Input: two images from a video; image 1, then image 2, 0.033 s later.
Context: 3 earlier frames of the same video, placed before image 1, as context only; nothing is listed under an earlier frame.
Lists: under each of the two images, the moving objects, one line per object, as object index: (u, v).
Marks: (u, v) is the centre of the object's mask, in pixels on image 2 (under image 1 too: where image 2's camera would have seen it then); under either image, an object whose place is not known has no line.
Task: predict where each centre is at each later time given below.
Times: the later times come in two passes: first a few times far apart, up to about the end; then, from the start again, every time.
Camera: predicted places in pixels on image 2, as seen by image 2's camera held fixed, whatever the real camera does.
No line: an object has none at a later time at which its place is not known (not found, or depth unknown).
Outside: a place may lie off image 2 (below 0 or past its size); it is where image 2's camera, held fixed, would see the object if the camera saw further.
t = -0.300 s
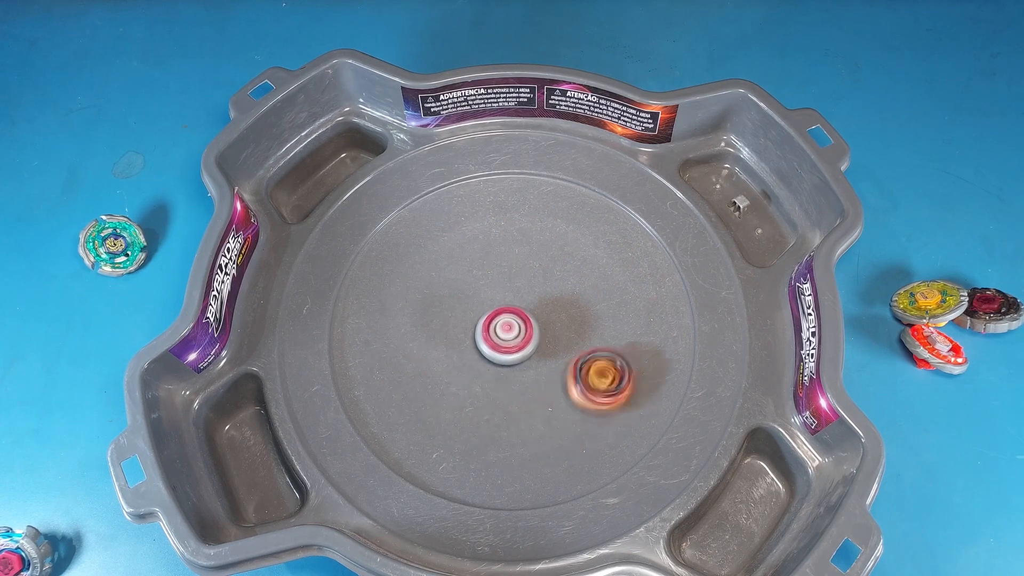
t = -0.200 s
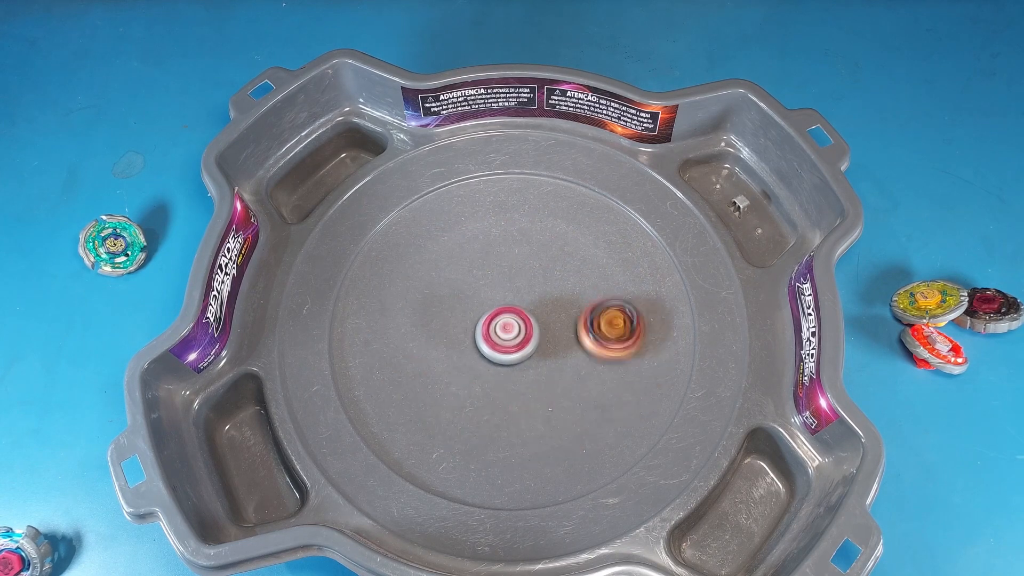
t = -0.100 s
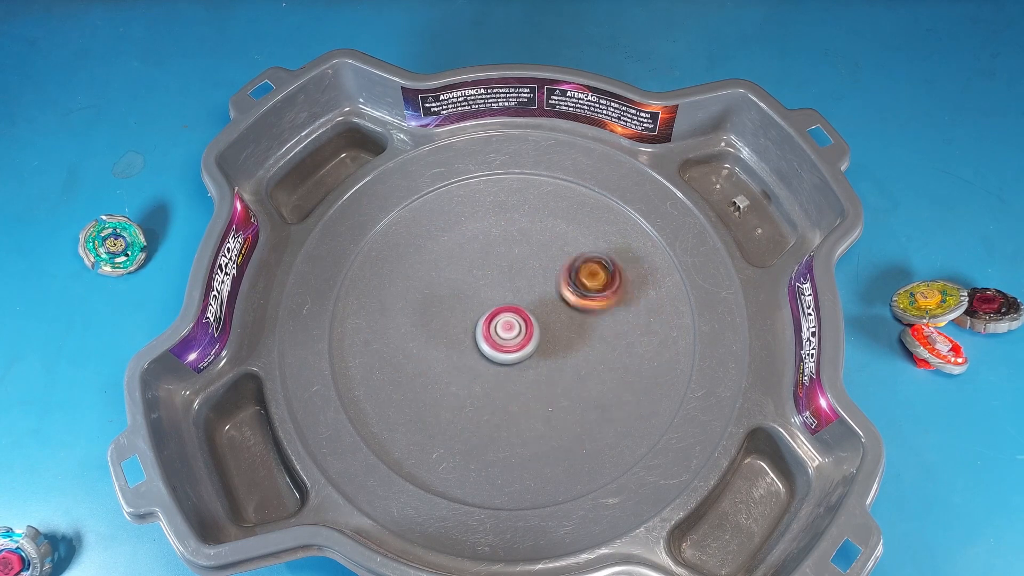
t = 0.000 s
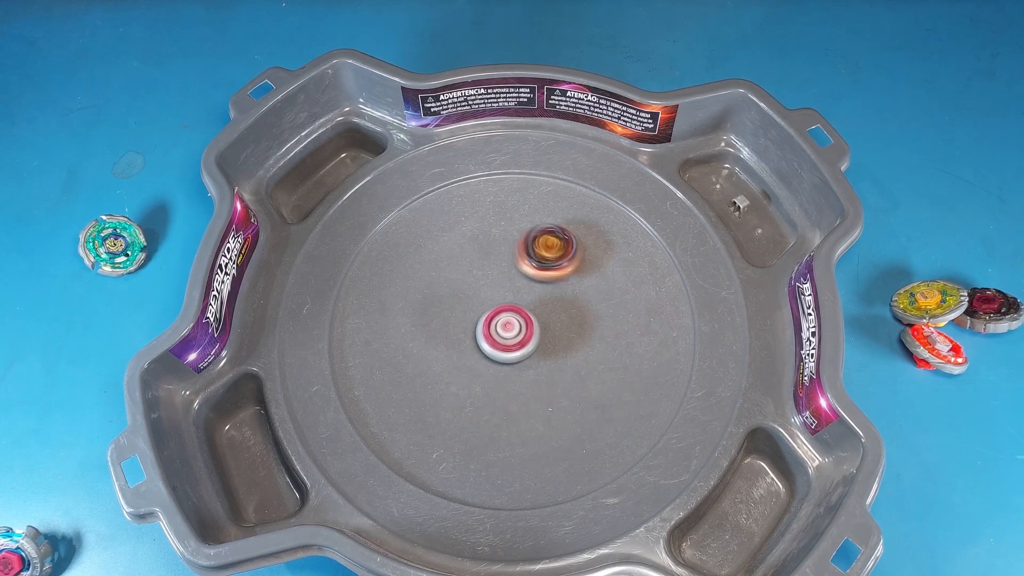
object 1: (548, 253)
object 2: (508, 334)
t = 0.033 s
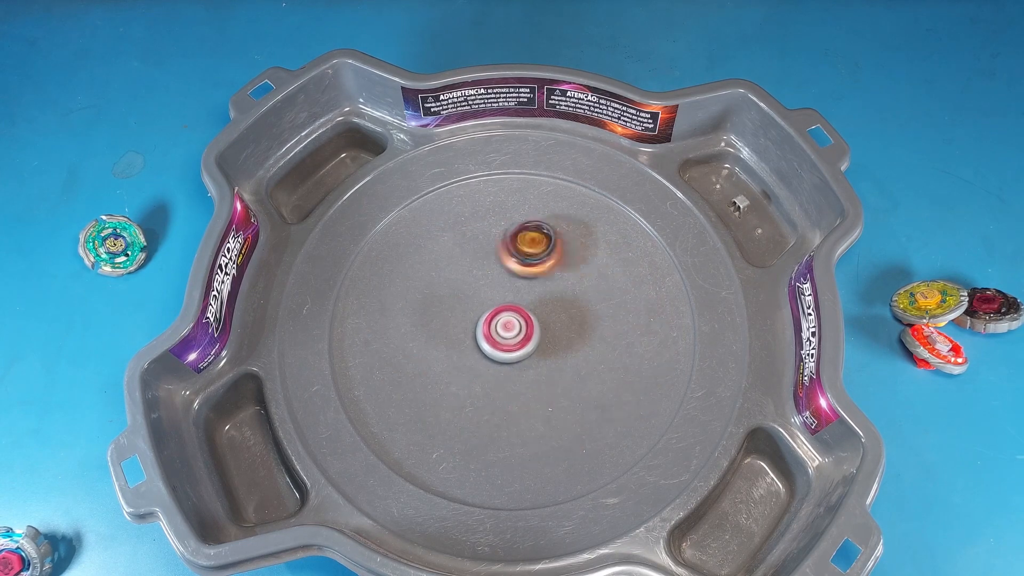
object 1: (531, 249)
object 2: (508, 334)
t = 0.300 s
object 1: (418, 314)
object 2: (508, 332)
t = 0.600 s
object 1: (512, 426)
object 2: (511, 334)
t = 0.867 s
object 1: (608, 335)
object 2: (513, 335)
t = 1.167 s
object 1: (502, 250)
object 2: (512, 336)
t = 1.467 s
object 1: (419, 359)
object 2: (510, 335)
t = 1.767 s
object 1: (557, 412)
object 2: (507, 334)
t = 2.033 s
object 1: (587, 284)
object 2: (508, 333)
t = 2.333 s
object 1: (452, 272)
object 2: (511, 333)
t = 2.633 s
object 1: (455, 404)
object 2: (513, 335)
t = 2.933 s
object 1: (594, 372)
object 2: (512, 334)
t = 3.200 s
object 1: (555, 265)
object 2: (510, 335)
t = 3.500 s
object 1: (430, 308)
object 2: (508, 336)
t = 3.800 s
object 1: (503, 417)
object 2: (508, 334)
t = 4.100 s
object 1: (597, 326)
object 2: (510, 332)
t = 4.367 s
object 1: (508, 258)
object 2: (512, 333)
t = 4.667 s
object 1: (428, 353)
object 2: (513, 334)
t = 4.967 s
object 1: (551, 405)
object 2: (512, 335)
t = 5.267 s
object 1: (575, 288)
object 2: (509, 336)
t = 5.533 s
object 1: (462, 276)
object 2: (508, 336)
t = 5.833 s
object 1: (460, 395)
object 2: (510, 334)
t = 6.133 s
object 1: (586, 366)
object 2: (511, 333)
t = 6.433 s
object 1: (530, 266)
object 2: (513, 334)
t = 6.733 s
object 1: (432, 333)
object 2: (512, 335)
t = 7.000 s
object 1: (513, 409)
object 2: (511, 334)
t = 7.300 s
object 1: (587, 316)
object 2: (509, 335)
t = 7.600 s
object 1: (469, 277)
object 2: (508, 333)
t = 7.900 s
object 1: (460, 389)
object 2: (510, 334)
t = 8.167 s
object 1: (571, 381)
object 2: (511, 335)
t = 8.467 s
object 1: (548, 277)
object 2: (512, 336)
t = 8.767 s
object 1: (443, 319)
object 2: (512, 336)
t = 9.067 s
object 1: (513, 404)
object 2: (510, 334)
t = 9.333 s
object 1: (581, 330)
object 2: (509, 334)
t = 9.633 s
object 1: (492, 275)
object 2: (510, 333)
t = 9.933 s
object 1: (446, 370)
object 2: (514, 335)
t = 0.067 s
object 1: (513, 247)
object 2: (508, 333)
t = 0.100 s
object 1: (495, 249)
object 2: (508, 333)
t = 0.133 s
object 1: (477, 253)
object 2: (508, 333)
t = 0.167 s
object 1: (461, 262)
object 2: (508, 332)
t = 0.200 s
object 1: (447, 271)
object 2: (508, 332)
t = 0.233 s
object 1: (434, 283)
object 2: (508, 332)
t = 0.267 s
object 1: (424, 299)
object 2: (508, 332)
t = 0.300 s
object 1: (418, 314)
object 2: (508, 332)
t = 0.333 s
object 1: (415, 332)
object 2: (509, 332)
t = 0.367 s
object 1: (415, 350)
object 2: (509, 332)
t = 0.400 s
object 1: (420, 367)
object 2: (509, 333)
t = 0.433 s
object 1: (428, 384)
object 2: (509, 333)
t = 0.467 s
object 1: (439, 398)
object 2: (510, 333)
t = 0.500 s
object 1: (455, 410)
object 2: (510, 333)
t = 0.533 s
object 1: (472, 419)
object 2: (510, 334)
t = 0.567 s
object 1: (491, 425)
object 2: (511, 334)
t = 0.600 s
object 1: (512, 426)
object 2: (511, 334)
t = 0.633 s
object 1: (530, 424)
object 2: (511, 334)
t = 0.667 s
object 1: (550, 420)
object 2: (512, 334)
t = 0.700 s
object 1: (566, 410)
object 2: (512, 334)
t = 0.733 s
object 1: (582, 398)
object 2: (512, 334)
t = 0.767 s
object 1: (593, 384)
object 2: (512, 334)
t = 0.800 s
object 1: (601, 368)
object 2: (513, 334)
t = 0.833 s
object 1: (606, 352)
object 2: (513, 334)
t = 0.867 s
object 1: (608, 335)
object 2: (513, 335)
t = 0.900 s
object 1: (605, 319)
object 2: (514, 335)
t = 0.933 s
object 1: (600, 303)
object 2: (514, 335)
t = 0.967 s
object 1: (592, 288)
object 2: (514, 335)
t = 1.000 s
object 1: (581, 276)
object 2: (514, 335)
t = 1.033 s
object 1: (568, 265)
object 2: (513, 335)
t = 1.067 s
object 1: (553, 258)
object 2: (513, 335)
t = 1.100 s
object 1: (537, 252)
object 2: (513, 335)
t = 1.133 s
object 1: (519, 249)
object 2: (513, 336)
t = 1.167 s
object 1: (502, 250)
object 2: (512, 336)
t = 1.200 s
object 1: (484, 254)
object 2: (512, 335)
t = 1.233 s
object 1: (468, 259)
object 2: (512, 335)
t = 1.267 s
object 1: (453, 269)
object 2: (512, 335)
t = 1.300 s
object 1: (441, 279)
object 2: (511, 335)
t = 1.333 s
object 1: (429, 293)
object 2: (511, 335)
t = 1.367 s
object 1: (422, 309)
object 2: (510, 335)
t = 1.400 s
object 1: (418, 324)
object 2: (510, 335)
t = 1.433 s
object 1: (416, 342)
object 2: (510, 335)
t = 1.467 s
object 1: (419, 359)
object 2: (510, 335)
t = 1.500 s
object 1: (427, 375)
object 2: (509, 335)
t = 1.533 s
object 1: (436, 391)
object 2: (509, 335)
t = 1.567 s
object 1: (450, 403)
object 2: (509, 335)
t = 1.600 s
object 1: (465, 413)
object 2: (508, 334)
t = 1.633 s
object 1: (483, 420)
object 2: (508, 334)
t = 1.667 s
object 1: (502, 423)
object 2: (508, 334)
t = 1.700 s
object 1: (522, 423)
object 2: (508, 334)
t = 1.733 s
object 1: (541, 419)
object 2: (508, 334)
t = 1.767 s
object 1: (557, 412)
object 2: (507, 334)
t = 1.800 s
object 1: (573, 402)
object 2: (507, 334)
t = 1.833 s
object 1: (595, 376)
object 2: (507, 333)
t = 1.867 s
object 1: (602, 359)
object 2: (507, 333)
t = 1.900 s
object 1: (605, 344)
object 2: (507, 333)
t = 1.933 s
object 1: (605, 327)
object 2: (507, 333)
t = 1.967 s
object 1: (602, 311)
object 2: (507, 333)
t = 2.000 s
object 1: (595, 297)
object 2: (508, 333)
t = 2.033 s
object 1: (587, 284)
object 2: (508, 333)
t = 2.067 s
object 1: (575, 273)
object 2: (508, 333)
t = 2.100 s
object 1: (562, 263)
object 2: (508, 333)
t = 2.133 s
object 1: (546, 257)
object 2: (509, 333)
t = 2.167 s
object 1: (531, 253)
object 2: (509, 333)
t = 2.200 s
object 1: (514, 251)
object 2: (509, 333)
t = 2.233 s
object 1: (497, 253)
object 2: (510, 333)
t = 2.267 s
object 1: (481, 256)
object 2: (510, 333)
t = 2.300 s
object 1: (465, 264)
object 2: (510, 333)
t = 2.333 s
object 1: (452, 272)
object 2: (511, 333)
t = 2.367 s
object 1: (439, 285)
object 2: (511, 333)
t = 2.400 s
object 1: (430, 299)
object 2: (511, 333)
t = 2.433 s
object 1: (423, 313)
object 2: (512, 333)
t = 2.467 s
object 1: (420, 330)
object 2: (512, 334)
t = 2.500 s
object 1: (421, 346)
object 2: (512, 334)
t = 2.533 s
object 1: (424, 363)
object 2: (513, 334)
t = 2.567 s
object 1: (432, 377)
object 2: (513, 334)
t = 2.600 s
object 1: (441, 392)
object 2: (513, 334)
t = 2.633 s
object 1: (455, 404)
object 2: (513, 335)
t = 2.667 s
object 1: (471, 412)
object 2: (514, 334)
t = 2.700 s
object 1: (488, 419)
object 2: (514, 335)
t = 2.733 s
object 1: (506, 421)
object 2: (514, 334)
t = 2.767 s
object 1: (524, 420)
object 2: (514, 334)
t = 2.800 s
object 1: (543, 416)
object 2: (514, 334)
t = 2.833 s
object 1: (558, 409)
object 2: (514, 334)
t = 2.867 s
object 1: (574, 399)
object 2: (513, 334)
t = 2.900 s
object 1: (584, 385)
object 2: (513, 334)
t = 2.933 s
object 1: (594, 372)
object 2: (512, 334)
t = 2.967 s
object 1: (599, 357)
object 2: (512, 334)
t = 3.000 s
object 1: (602, 341)
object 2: (512, 335)
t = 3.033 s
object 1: (601, 325)
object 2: (511, 335)
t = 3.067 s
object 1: (597, 311)
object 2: (511, 335)
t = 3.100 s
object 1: (590, 296)
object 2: (511, 335)
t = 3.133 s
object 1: (581, 285)
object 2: (510, 335)
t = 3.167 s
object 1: (569, 273)
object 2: (510, 335)
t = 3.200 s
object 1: (555, 265)
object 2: (510, 335)
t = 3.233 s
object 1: (540, 259)
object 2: (509, 335)
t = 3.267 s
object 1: (524, 256)
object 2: (509, 335)
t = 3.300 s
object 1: (508, 255)
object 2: (509, 336)
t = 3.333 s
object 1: (491, 258)
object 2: (508, 336)
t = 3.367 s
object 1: (475, 264)
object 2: (508, 335)
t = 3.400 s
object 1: (461, 271)
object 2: (508, 336)
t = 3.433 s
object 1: (449, 282)
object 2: (508, 336)
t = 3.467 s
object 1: (437, 293)
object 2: (508, 336)
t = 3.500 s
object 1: (430, 308)
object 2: (508, 336)
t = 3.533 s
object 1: (425, 323)
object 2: (508, 336)
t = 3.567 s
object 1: (424, 340)
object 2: (508, 336)
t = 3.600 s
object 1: (426, 355)
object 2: (508, 335)
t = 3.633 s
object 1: (431, 372)
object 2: (508, 335)
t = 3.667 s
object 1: (441, 385)
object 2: (508, 335)
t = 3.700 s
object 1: (453, 397)
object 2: (508, 335)
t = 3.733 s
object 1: (468, 407)
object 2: (508, 335)
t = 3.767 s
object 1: (485, 414)
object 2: (508, 334)
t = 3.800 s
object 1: (503, 417)
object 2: (508, 334)
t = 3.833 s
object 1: (521, 417)
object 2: (508, 334)
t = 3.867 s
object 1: (539, 413)
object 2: (509, 334)
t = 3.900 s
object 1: (554, 406)
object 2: (509, 333)
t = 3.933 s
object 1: (569, 397)
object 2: (509, 333)
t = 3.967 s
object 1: (580, 385)
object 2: (509, 333)
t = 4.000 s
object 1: (589, 372)
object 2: (510, 333)
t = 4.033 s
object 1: (595, 357)
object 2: (510, 333)
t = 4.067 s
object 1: (598, 341)
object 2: (510, 332)
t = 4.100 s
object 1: (597, 326)
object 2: (510, 332)
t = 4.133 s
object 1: (594, 311)
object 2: (511, 332)
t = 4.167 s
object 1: (587, 299)
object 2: (511, 332)
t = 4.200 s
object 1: (578, 285)
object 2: (511, 332)
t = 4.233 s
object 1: (567, 276)
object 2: (511, 332)
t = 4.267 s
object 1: (554, 267)
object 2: (511, 332)
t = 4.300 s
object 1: (539, 261)
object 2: (512, 332)
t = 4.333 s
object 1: (524, 258)
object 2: (512, 333)
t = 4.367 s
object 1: (508, 258)
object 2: (512, 333)
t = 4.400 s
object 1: (492, 260)
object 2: (512, 333)
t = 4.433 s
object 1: (477, 265)
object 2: (512, 333)
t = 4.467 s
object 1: (463, 272)
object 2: (513, 333)
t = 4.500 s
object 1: (450, 283)
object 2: (513, 333)
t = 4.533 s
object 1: (441, 294)
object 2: (513, 333)
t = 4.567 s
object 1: (432, 308)
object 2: (513, 334)
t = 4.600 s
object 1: (428, 322)
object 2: (513, 334)
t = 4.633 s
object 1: (426, 338)
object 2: (513, 334)
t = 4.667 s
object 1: (428, 353)
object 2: (513, 334)
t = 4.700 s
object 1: (433, 369)
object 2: (513, 335)
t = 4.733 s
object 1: (443, 382)
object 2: (513, 335)
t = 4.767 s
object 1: (454, 395)
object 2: (514, 335)
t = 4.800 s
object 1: (469, 404)
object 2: (514, 335)
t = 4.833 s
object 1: (483, 411)
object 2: (513, 335)
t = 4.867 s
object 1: (502, 414)
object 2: (513, 335)
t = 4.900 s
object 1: (519, 414)
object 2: (513, 335)
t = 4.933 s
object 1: (535, 411)
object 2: (513, 335)
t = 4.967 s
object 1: (551, 405)
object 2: (512, 335)
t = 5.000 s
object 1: (565, 396)
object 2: (512, 335)
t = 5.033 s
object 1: (577, 385)
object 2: (512, 335)
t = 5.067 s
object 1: (586, 371)
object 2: (511, 335)
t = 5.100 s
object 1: (592, 357)
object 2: (511, 335)
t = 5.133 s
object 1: (594, 342)
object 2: (510, 335)
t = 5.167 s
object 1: (595, 327)
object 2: (510, 335)
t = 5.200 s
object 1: (591, 313)
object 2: (510, 336)
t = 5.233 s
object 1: (584, 298)
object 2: (509, 336)
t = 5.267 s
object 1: (575, 288)
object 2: (509, 336)
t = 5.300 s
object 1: (564, 277)
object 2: (509, 336)
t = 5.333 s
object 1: (551, 270)
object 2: (509, 336)
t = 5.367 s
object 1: (537, 264)
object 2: (508, 336)
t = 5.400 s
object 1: (521, 261)
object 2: (508, 336)
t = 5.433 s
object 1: (505, 261)
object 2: (508, 336)
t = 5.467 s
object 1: (490, 264)
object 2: (508, 336)
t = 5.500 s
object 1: (475, 269)
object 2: (508, 336)
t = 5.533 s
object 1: (462, 276)
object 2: (508, 336)
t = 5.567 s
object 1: (450, 287)
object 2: (508, 336)
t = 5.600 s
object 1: (441, 298)
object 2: (508, 336)
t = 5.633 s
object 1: (434, 312)
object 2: (508, 336)
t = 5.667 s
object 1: (430, 326)
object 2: (508, 336)
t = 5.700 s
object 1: (429, 342)
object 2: (509, 335)
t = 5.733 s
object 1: (432, 356)
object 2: (509, 335)
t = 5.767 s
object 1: (438, 372)
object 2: (509, 335)
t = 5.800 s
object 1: (447, 384)
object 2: (509, 334)
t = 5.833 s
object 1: (460, 395)
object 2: (510, 334)
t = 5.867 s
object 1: (473, 403)
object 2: (510, 334)
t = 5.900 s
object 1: (489, 409)
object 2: (510, 334)
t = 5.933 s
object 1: (506, 411)
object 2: (510, 334)
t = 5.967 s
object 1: (524, 411)
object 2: (511, 334)
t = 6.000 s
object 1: (539, 407)
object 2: (511, 333)
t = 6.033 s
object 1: (554, 400)
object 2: (511, 333)
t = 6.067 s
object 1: (567, 390)
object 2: (511, 333)
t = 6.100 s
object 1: (578, 378)
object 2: (511, 333)
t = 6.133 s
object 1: (586, 366)
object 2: (511, 333)
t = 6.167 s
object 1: (590, 351)
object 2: (512, 333)
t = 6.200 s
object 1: (592, 336)
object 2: (512, 333)
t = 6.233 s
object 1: (591, 323)
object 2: (512, 333)
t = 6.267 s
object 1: (586, 310)
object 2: (512, 333)
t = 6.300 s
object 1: (579, 296)
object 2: (513, 333)
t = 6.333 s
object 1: (569, 286)
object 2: (513, 333)
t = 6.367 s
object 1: (558, 277)
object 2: (513, 333)
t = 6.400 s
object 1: (545, 271)
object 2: (513, 333)
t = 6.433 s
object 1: (530, 266)
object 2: (513, 334)
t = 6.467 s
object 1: (515, 264)
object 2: (513, 334)
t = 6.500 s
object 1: (501, 265)
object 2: (513, 334)
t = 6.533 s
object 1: (486, 268)
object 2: (513, 334)
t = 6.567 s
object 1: (472, 275)
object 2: (513, 334)
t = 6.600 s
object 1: (459, 282)
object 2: (513, 334)
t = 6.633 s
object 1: (448, 294)
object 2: (513, 334)
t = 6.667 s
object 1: (440, 305)
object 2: (513, 334)
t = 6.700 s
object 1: (435, 319)
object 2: (512, 335)
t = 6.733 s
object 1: (432, 333)
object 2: (512, 335)
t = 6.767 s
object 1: (434, 348)
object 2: (512, 335)
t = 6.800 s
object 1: (436, 363)
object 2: (512, 334)
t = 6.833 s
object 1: (443, 376)
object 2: (512, 334)
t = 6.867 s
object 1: (454, 387)
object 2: (512, 334)
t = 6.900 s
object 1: (467, 398)
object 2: (512, 334)
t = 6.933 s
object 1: (482, 404)
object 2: (512, 334)
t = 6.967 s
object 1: (497, 408)
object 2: (512, 334)
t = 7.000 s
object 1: (513, 409)
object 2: (511, 334)
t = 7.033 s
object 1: (530, 407)
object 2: (511, 334)
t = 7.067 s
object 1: (544, 402)
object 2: (510, 334)
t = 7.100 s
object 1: (559, 394)
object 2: (510, 334)
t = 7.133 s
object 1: (570, 384)
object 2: (510, 334)
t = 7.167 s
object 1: (578, 371)
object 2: (509, 334)
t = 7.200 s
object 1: (586, 358)
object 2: (509, 335)
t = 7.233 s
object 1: (588, 345)
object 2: (509, 335)
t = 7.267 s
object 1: (589, 330)
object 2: (509, 335)
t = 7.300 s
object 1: (587, 316)
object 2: (509, 335)
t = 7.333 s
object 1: (581, 304)
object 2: (509, 334)
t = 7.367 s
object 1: (573, 292)
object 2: (509, 334)
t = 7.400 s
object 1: (552, 274)
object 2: (508, 334)
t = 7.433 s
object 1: (539, 269)
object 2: (508, 334)
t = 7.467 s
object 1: (525, 266)
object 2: (508, 334)
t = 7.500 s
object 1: (511, 264)
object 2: (508, 334)
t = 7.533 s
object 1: (496, 267)
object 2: (508, 334)
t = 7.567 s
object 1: (482, 271)
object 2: (508, 334)
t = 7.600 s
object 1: (469, 277)
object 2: (508, 333)
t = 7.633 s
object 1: (458, 287)
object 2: (508, 334)
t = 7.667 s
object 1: (448, 297)
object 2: (508, 334)
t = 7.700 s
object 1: (441, 309)
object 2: (508, 334)
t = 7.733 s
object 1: (436, 323)
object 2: (508, 334)
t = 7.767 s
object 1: (436, 336)
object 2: (508, 334)
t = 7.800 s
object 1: (438, 351)
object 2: (509, 334)
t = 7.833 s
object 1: (441, 365)
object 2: (509, 334)
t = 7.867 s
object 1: (450, 377)
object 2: (509, 334)
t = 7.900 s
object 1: (460, 389)
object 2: (510, 334)
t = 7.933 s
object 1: (472, 397)
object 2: (510, 334)
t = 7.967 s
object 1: (488, 403)
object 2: (510, 335)
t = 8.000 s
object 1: (503, 406)
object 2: (510, 335)
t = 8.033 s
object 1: (519, 406)
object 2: (510, 335)
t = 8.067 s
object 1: (534, 405)
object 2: (510, 335)
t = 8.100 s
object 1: (548, 398)
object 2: (511, 335)
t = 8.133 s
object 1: (561, 390)
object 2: (511, 335)
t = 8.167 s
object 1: (571, 381)
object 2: (511, 335)
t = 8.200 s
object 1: (580, 368)
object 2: (511, 335)
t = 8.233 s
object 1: (586, 354)
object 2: (511, 335)
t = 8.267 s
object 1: (588, 341)
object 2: (512, 335)
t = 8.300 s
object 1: (588, 328)
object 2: (512, 335)
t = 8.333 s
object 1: (585, 314)
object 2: (512, 336)
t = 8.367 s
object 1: (579, 303)
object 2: (512, 336)
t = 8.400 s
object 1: (570, 293)
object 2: (512, 336)
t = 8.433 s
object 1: (560, 283)
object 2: (512, 336)
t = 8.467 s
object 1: (548, 277)
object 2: (512, 336)
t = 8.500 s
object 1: (534, 272)
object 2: (512, 336)
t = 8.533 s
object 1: (520, 269)
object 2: (512, 336)
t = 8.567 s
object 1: (506, 270)
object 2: (512, 336)
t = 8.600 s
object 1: (491, 273)
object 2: (512, 336)
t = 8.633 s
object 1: (479, 277)
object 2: (512, 336)
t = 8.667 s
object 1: (467, 286)
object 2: (512, 336)
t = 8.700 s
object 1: (455, 295)
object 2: (512, 336)
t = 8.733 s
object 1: (448, 306)
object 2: (512, 336)
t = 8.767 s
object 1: (443, 319)
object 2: (512, 336)
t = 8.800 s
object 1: (439, 332)
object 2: (512, 336)
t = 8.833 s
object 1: (440, 345)
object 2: (512, 336)
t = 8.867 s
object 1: (443, 359)
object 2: (512, 336)
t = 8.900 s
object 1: (448, 372)
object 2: (511, 336)
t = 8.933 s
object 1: (458, 382)
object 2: (511, 336)
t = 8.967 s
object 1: (470, 392)
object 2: (511, 335)
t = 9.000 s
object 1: (482, 398)
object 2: (511, 335)
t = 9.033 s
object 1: (497, 402)
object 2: (511, 335)
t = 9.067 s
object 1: (513, 404)
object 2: (510, 334)
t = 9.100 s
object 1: (527, 402)
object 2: (510, 334)
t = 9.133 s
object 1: (541, 397)
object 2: (510, 334)
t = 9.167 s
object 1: (554, 390)
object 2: (509, 334)
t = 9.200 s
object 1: (564, 380)
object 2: (509, 334)
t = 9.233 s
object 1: (572, 369)
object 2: (509, 334)
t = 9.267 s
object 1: (579, 356)
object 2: (509, 334)
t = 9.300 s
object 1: (581, 343)
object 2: (509, 334)
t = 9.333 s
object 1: (581, 330)
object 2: (509, 334)
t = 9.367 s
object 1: (578, 317)
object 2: (509, 334)
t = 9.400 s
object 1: (573, 306)
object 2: (509, 334)
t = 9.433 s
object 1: (565, 296)
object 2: (509, 334)
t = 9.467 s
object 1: (556, 286)
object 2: (509, 333)
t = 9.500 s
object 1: (545, 280)
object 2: (510, 333)
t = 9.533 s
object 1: (532, 275)
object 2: (510, 333)
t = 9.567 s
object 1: (518, 272)
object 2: (510, 333)
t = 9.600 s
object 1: (506, 272)
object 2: (510, 333)
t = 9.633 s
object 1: (492, 275)
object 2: (510, 333)
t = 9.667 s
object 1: (479, 279)
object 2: (510, 332)
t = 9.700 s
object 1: (468, 286)
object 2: (510, 332)
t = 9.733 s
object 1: (458, 296)
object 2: (510, 333)
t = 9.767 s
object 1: (449, 307)
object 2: (510, 333)
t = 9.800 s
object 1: (444, 318)
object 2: (509, 333)
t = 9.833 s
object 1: (443, 331)
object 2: (510, 333)
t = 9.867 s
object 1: (442, 345)
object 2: (510, 333)
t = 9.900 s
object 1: (442, 358)
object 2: (513, 334)
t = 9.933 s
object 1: (446, 370)
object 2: (514, 335)
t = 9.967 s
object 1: (453, 382)
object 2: (515, 334)
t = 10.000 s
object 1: (462, 392)
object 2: (516, 334)
